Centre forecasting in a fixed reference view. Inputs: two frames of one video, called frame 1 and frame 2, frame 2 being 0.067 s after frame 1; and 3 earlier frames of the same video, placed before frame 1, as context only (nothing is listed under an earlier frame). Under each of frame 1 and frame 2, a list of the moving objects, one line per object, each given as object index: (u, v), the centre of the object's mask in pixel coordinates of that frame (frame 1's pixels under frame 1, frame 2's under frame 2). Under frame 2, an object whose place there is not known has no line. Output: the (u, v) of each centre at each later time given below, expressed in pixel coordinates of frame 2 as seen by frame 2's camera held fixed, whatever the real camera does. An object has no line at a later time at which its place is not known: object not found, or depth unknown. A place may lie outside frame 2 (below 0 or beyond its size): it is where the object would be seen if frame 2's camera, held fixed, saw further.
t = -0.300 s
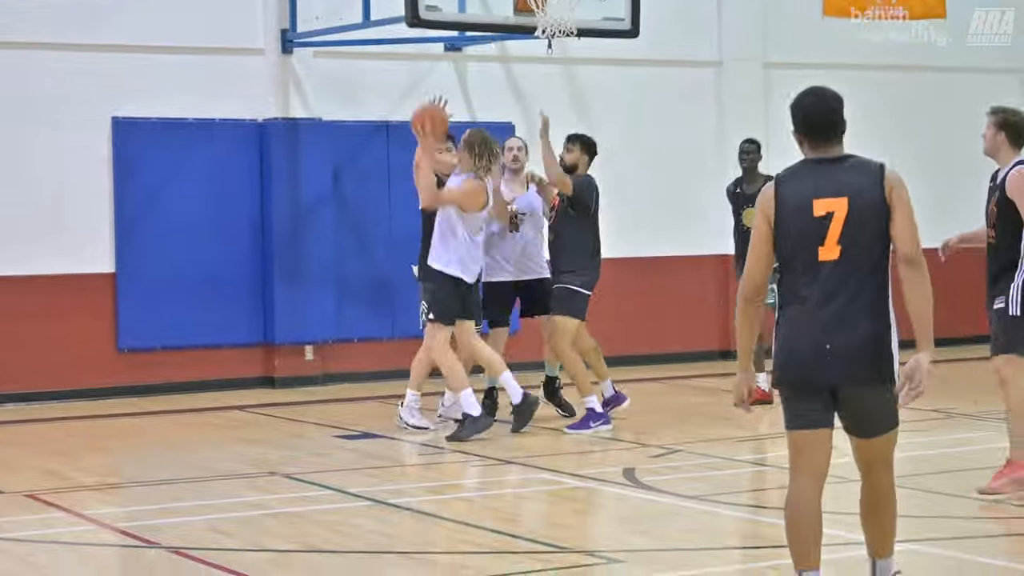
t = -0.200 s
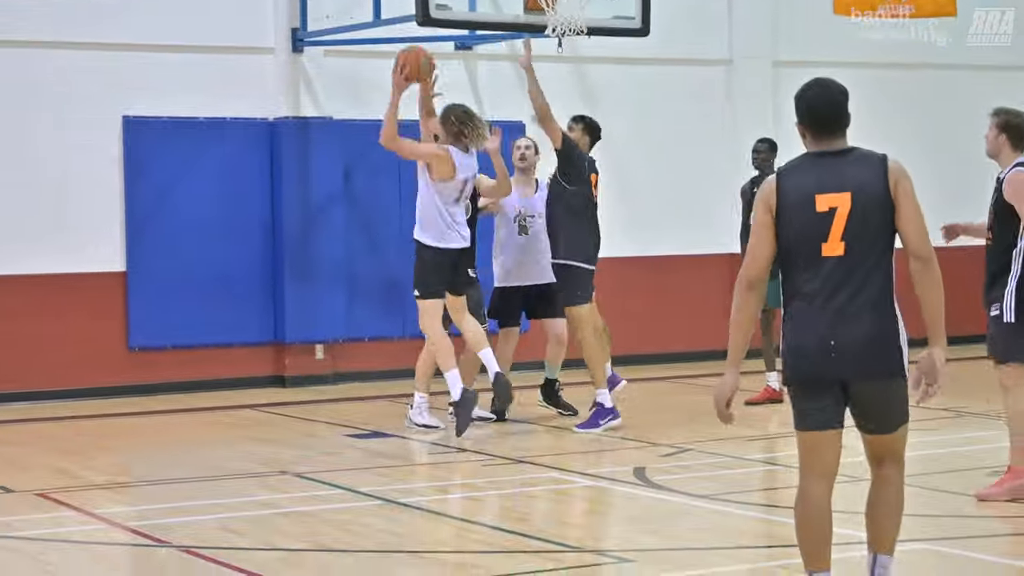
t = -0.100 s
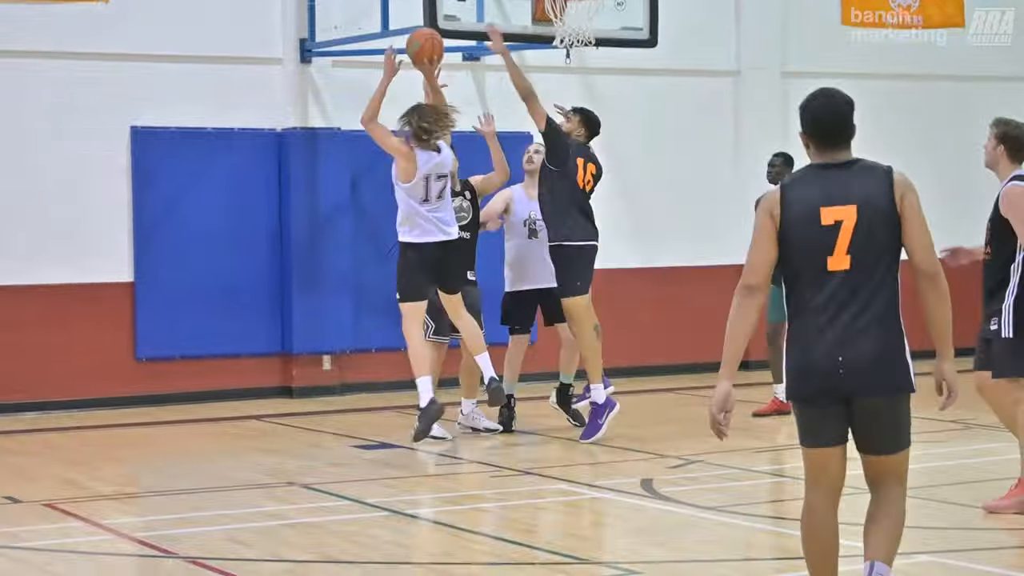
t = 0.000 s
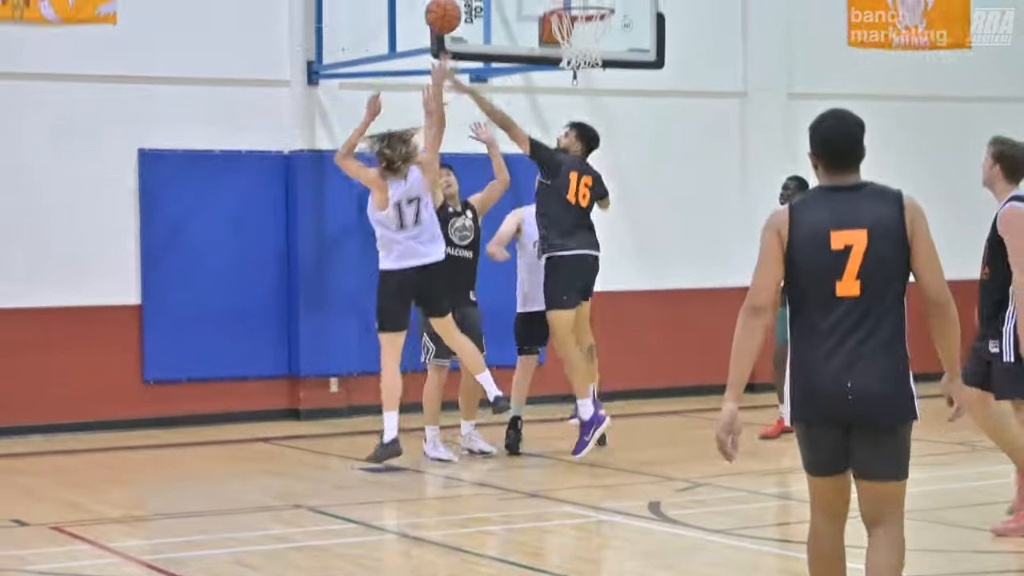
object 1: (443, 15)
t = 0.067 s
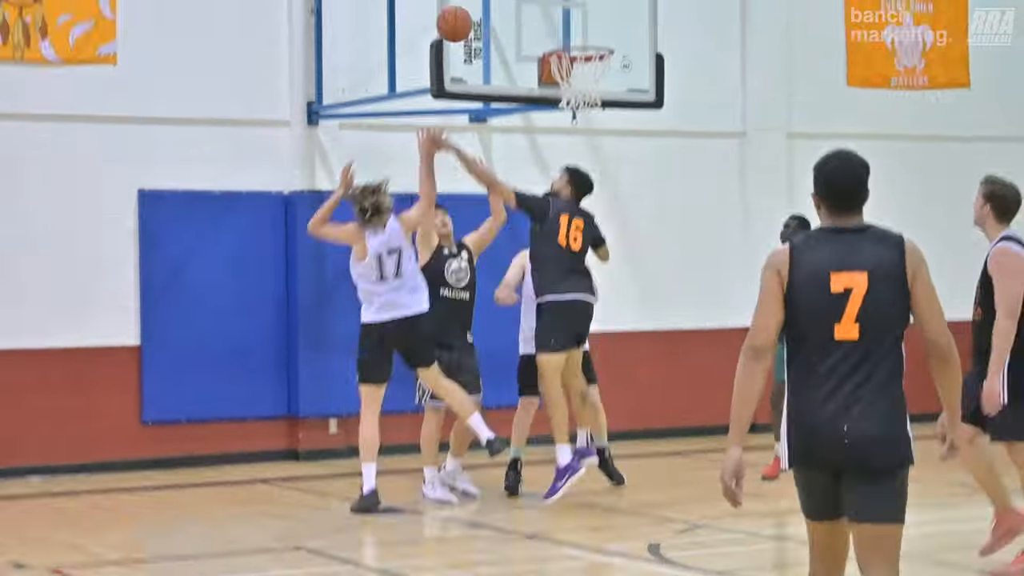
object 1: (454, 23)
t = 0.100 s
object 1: (460, 11)
